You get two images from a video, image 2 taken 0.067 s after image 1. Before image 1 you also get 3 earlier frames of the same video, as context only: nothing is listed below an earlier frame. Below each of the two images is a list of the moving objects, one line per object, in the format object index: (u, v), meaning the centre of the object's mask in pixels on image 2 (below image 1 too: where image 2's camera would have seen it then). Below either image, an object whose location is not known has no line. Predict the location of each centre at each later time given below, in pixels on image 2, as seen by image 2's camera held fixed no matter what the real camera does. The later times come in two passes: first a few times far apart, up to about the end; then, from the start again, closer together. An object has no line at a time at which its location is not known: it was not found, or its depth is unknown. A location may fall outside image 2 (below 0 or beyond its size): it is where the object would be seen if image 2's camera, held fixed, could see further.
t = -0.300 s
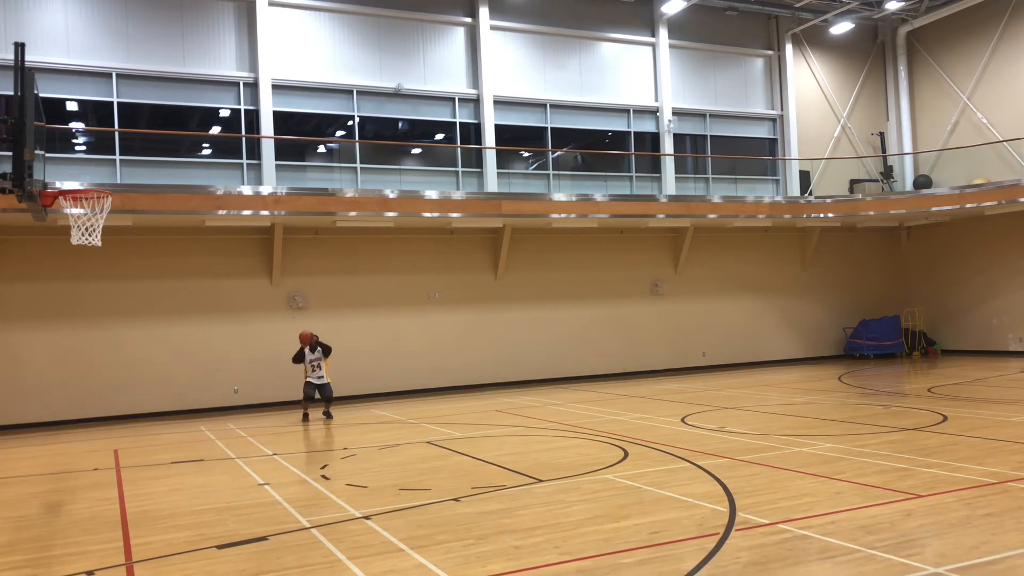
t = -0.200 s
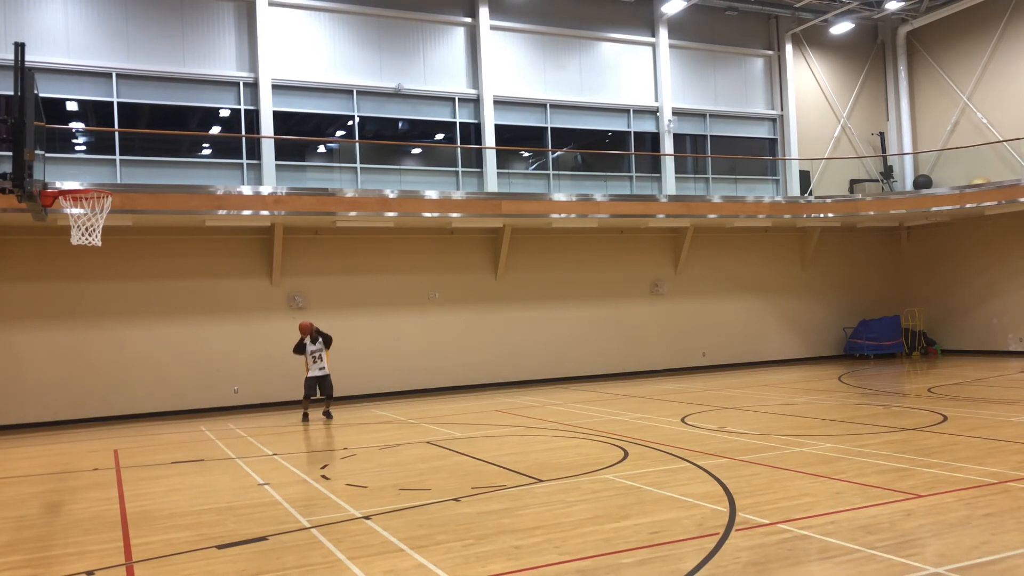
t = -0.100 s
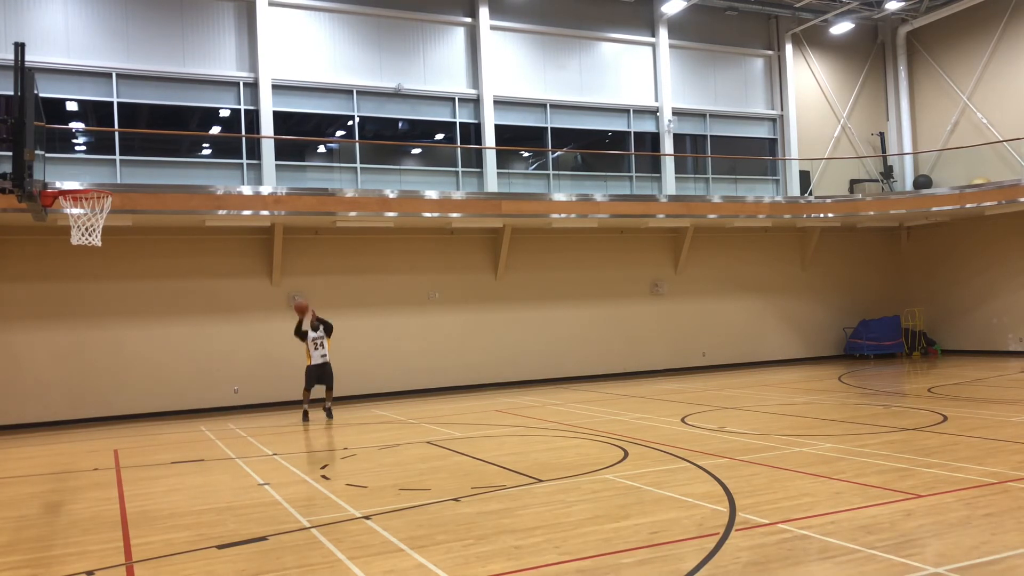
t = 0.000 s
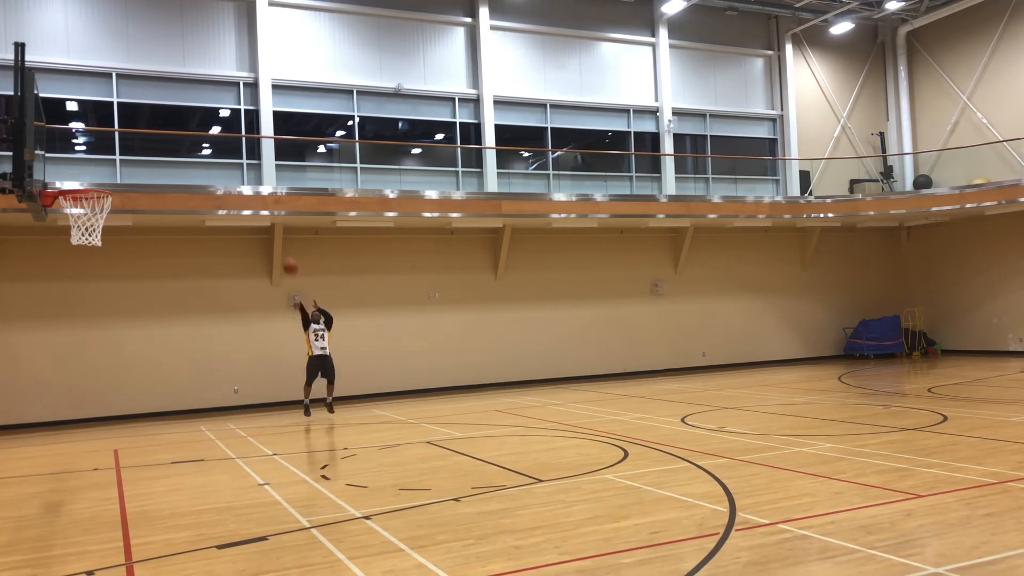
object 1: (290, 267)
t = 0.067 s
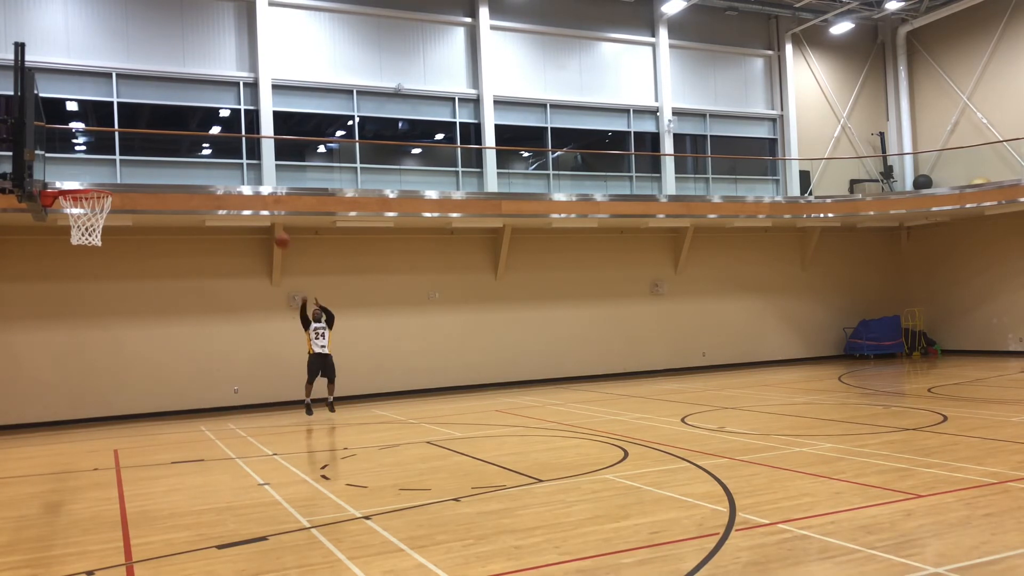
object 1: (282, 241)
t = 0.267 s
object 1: (255, 172)
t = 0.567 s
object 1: (213, 102)
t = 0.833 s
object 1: (171, 85)
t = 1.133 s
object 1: (114, 138)
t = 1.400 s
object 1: (69, 228)
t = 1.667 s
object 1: (53, 318)
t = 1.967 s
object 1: (36, 508)
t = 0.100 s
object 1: (276, 230)
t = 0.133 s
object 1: (273, 217)
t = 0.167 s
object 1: (268, 205)
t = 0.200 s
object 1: (265, 194)
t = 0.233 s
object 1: (259, 182)
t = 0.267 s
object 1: (255, 172)
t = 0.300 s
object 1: (252, 162)
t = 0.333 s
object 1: (247, 152)
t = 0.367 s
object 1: (242, 144)
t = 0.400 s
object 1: (237, 135)
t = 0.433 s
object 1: (233, 127)
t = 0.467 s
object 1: (229, 121)
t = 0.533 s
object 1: (218, 107)
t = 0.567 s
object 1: (213, 102)
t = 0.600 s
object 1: (208, 97)
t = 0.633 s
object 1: (203, 93)
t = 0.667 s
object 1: (198, 90)
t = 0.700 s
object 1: (193, 87)
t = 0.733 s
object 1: (188, 86)
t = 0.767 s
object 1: (182, 85)
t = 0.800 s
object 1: (177, 84)
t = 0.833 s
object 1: (171, 85)
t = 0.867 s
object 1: (165, 86)
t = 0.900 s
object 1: (159, 88)
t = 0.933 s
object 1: (153, 92)
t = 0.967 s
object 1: (147, 97)
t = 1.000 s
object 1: (140, 103)
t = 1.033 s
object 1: (134, 110)
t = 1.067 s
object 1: (128, 117)
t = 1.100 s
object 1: (121, 126)
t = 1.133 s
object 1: (114, 138)
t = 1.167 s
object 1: (106, 148)
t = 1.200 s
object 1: (100, 161)
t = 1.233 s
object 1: (92, 176)
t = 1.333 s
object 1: (73, 216)
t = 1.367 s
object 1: (70, 227)
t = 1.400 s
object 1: (69, 228)
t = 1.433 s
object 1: (66, 235)
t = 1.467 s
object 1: (65, 243)
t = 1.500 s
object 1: (63, 252)
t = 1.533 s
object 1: (61, 264)
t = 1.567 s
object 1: (58, 277)
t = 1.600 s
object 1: (56, 290)
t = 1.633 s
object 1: (55, 304)
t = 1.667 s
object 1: (53, 318)
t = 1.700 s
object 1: (51, 335)
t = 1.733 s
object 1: (49, 353)
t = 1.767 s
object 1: (47, 371)
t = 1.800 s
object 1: (45, 391)
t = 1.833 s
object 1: (44, 412)
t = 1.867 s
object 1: (42, 436)
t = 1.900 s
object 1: (39, 460)
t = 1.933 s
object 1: (37, 485)
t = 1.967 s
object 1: (36, 508)
